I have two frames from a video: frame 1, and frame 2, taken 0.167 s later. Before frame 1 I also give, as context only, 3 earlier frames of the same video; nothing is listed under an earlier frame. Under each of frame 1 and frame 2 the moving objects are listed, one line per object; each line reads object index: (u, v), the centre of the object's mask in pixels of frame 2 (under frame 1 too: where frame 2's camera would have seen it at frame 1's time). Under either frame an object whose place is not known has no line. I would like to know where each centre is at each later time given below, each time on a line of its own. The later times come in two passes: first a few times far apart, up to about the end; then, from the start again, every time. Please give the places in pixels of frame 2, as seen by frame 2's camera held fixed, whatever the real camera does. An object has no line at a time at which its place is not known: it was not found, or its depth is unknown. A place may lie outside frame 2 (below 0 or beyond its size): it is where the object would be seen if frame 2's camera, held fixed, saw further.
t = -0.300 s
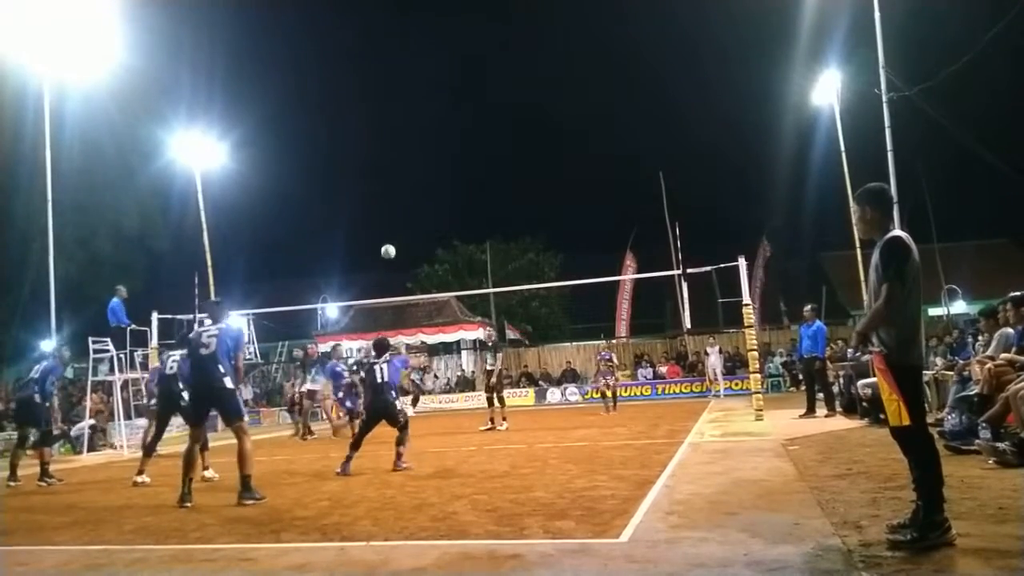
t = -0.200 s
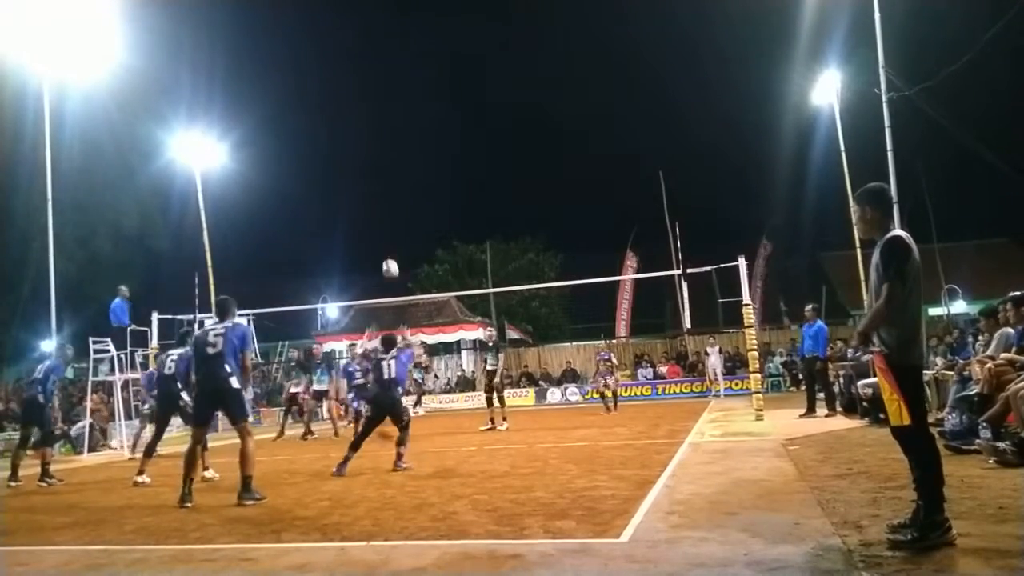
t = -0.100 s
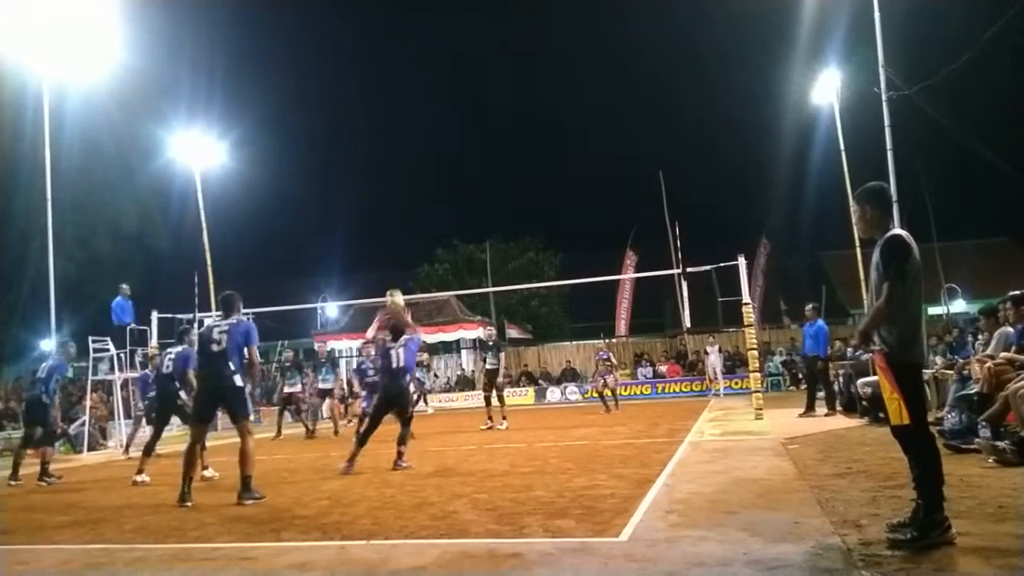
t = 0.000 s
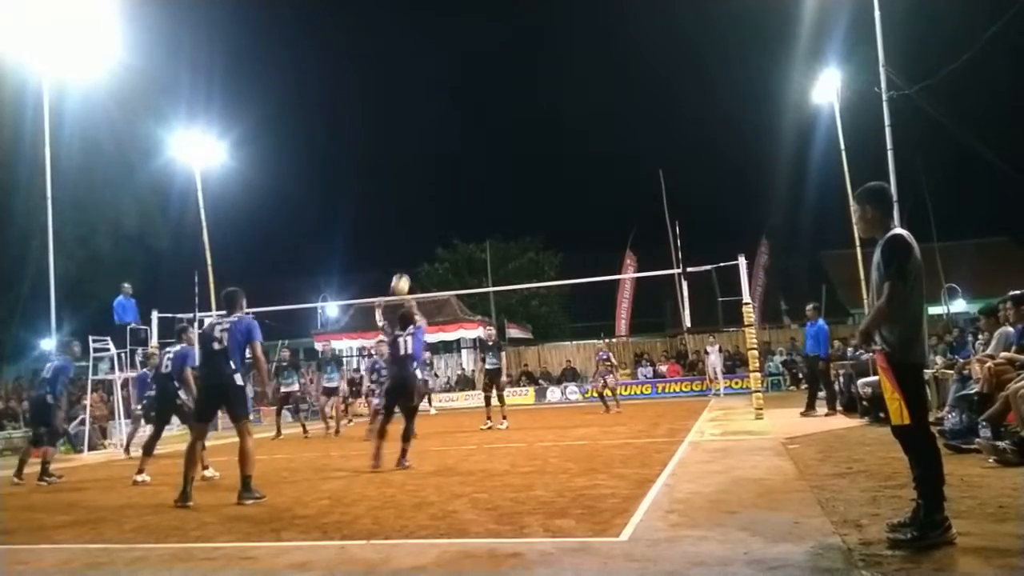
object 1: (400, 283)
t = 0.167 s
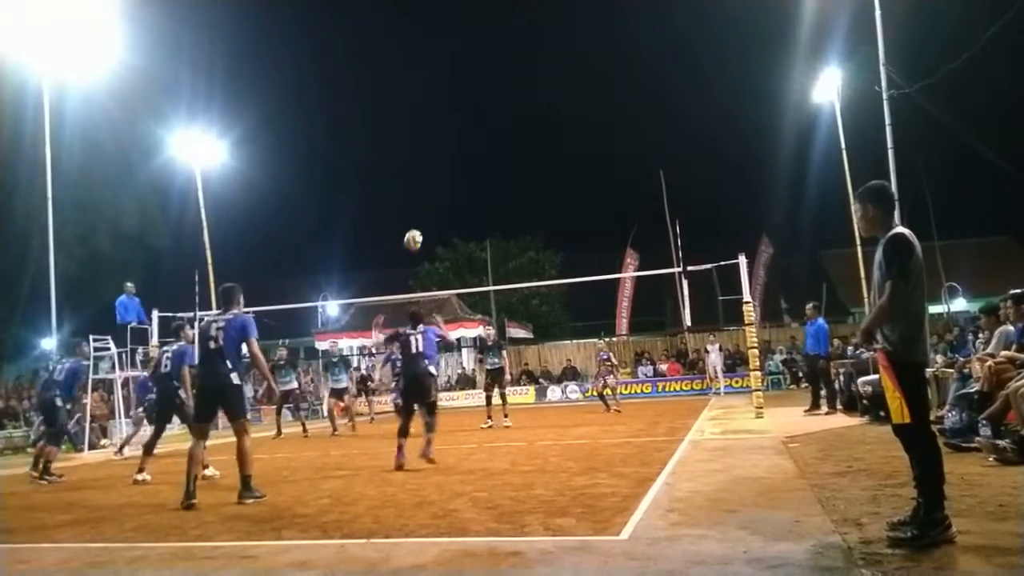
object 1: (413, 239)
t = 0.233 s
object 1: (418, 227)
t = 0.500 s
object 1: (440, 220)
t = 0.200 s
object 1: (416, 233)
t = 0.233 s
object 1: (418, 227)
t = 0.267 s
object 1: (421, 224)
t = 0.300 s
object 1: (424, 221)
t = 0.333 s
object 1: (426, 220)
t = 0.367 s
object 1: (429, 218)
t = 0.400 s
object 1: (432, 218)
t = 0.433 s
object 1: (434, 218)
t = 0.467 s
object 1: (437, 219)
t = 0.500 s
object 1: (440, 220)
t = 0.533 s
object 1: (443, 223)
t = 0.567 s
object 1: (445, 226)
